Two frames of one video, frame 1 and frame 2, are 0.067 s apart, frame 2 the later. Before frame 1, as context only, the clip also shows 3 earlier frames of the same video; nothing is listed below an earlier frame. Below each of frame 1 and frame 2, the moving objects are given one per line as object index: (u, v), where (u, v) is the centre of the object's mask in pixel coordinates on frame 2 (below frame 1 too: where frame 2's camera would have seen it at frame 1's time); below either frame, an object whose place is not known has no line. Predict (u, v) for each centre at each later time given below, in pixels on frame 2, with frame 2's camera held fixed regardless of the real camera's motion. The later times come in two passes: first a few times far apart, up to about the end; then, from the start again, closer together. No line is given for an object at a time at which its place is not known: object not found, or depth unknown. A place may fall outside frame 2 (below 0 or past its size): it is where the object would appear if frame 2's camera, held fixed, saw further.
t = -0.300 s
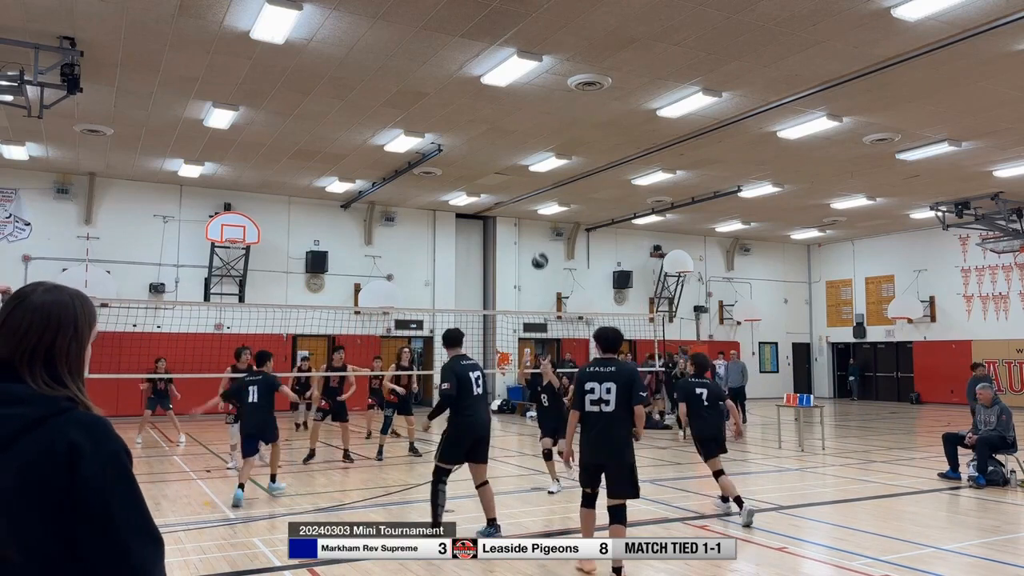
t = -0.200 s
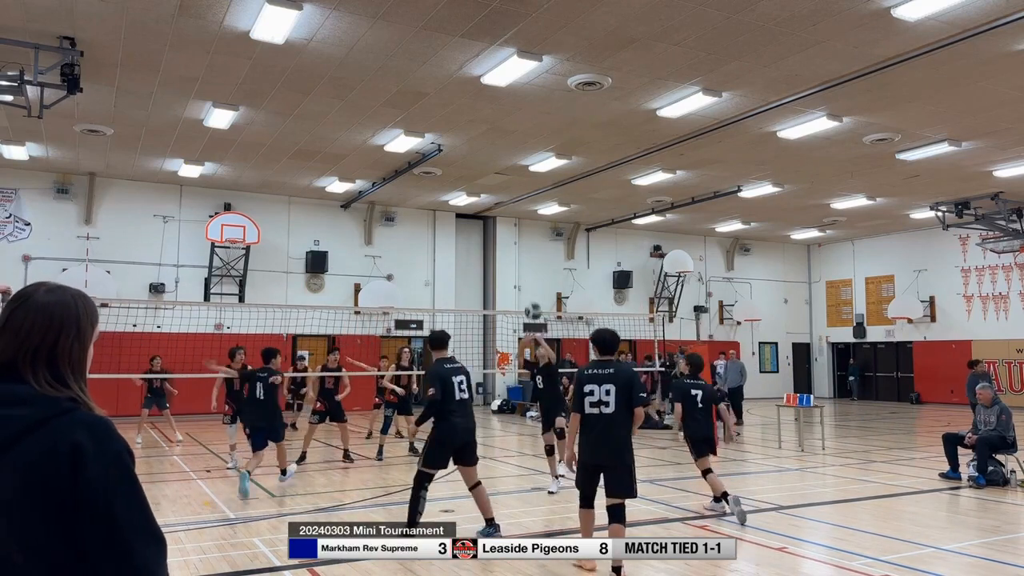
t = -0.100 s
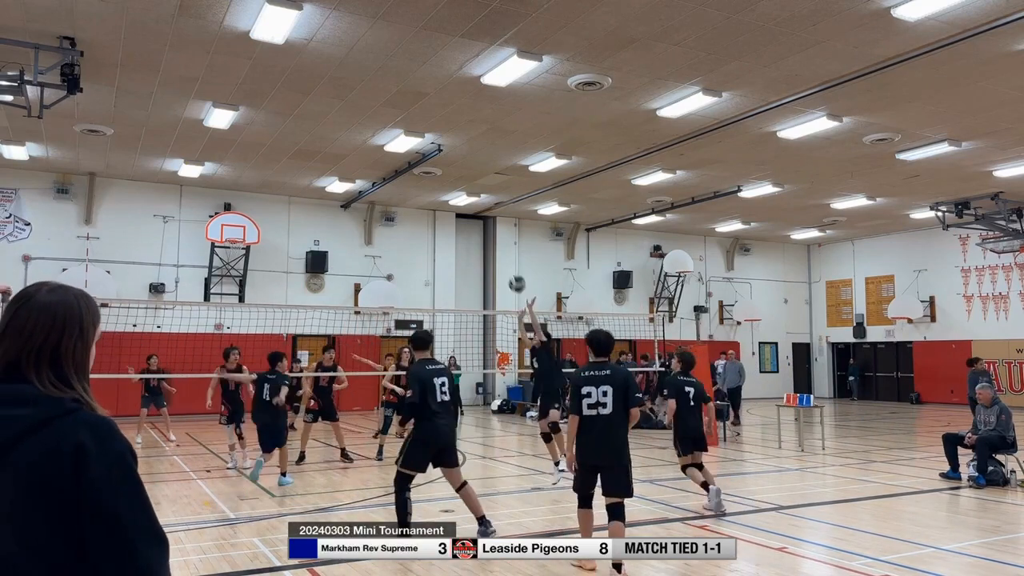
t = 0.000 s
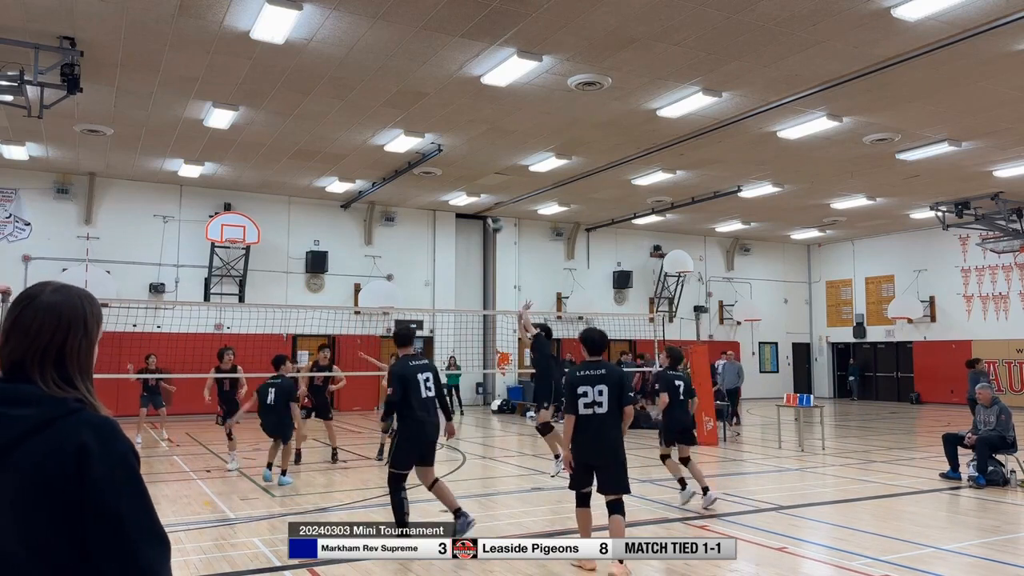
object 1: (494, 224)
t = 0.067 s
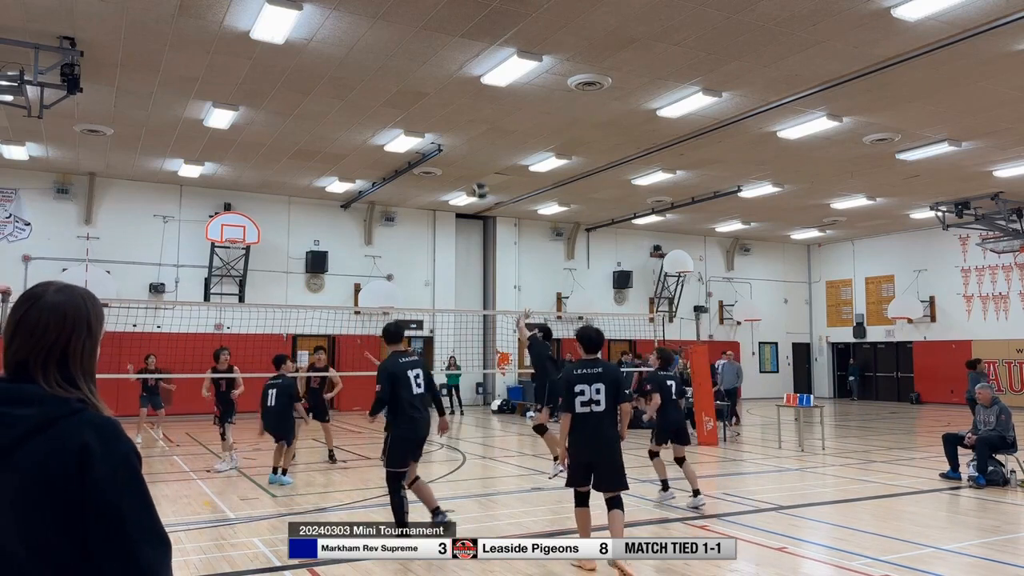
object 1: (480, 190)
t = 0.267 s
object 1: (439, 111)
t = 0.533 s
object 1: (388, 56)
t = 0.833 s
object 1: (332, 61)
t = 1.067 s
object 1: (289, 114)
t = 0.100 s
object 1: (473, 175)
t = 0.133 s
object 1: (466, 161)
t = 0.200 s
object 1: (452, 134)
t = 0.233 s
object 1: (446, 122)
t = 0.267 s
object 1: (439, 111)
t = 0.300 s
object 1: (433, 102)
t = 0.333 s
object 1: (426, 92)
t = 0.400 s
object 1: (413, 77)
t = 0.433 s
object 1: (407, 71)
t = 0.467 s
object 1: (400, 65)
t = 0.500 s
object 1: (394, 60)
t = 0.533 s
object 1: (388, 56)
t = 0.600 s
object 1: (375, 51)
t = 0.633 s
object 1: (369, 50)
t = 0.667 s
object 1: (363, 50)
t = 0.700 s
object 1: (357, 50)
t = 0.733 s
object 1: (350, 52)
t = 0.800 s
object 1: (338, 57)
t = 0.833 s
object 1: (332, 61)
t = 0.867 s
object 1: (325, 66)
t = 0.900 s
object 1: (319, 72)
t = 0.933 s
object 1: (313, 79)
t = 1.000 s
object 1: (301, 95)
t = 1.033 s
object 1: (295, 104)
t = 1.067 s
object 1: (289, 114)
